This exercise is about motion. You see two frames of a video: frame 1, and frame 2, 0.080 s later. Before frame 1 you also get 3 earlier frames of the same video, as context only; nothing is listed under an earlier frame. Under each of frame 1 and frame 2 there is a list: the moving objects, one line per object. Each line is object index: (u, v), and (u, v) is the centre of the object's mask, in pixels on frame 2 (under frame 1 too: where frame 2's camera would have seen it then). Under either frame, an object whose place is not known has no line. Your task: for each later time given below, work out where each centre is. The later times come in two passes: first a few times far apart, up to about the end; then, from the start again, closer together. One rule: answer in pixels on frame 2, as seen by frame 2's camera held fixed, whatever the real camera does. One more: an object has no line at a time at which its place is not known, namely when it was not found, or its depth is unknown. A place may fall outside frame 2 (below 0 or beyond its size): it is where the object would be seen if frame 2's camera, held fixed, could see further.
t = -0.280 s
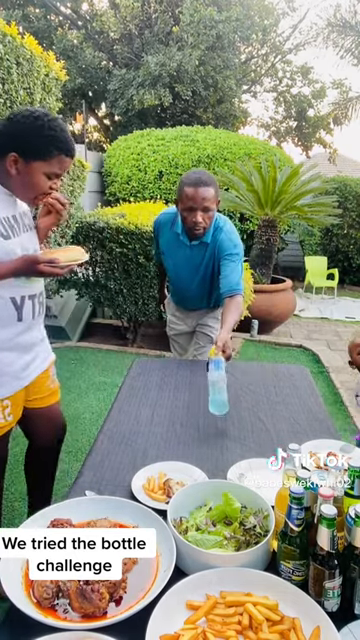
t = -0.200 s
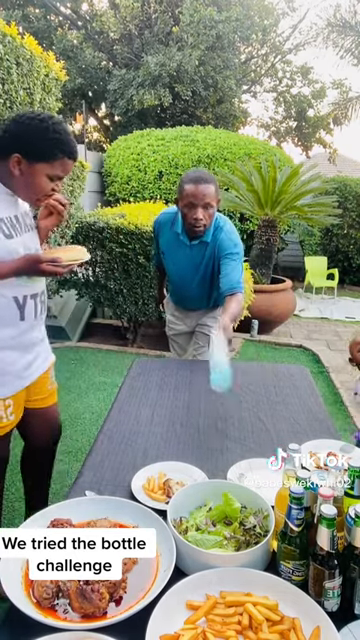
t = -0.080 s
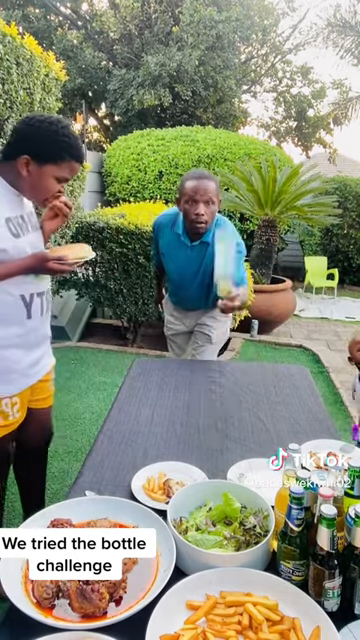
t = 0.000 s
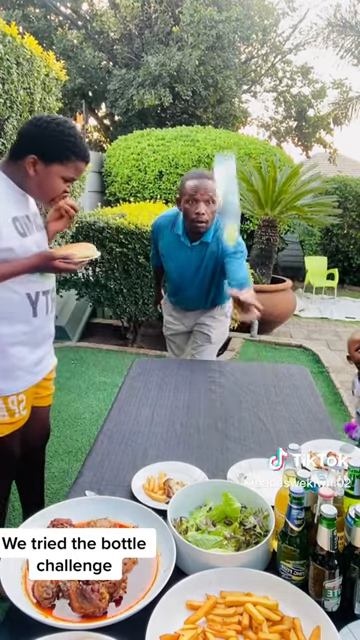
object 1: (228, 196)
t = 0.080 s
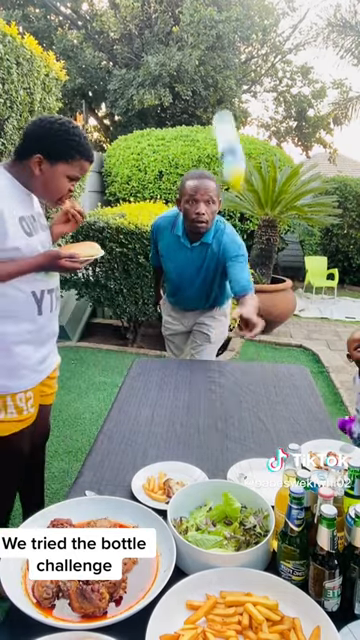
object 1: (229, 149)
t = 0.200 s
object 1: (228, 116)
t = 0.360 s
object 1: (221, 158)
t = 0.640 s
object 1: (205, 361)
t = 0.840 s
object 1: (202, 365)
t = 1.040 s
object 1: (199, 365)
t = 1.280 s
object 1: (198, 365)
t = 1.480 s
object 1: (199, 365)
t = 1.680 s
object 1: (198, 365)
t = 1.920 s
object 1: (198, 365)
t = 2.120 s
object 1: (199, 365)
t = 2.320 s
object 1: (199, 365)
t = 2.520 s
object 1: (199, 365)
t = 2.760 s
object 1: (199, 365)
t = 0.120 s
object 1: (229, 131)
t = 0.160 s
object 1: (229, 120)
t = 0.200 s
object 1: (228, 116)
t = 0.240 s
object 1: (226, 119)
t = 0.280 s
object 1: (225, 126)
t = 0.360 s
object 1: (221, 158)
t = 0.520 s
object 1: (212, 272)
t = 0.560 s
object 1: (209, 305)
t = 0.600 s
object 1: (208, 343)
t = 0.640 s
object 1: (205, 361)
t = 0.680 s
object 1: (205, 366)
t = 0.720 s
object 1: (203, 363)
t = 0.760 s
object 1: (203, 360)
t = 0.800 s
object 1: (203, 360)
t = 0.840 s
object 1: (202, 365)
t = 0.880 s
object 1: (200, 366)
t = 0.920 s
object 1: (200, 365)
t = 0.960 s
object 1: (200, 365)
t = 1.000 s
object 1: (200, 366)
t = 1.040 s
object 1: (199, 365)
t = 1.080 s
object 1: (198, 365)
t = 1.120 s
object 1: (199, 365)
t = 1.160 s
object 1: (198, 365)
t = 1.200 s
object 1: (198, 365)
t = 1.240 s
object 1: (198, 365)
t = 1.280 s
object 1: (198, 365)
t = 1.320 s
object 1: (199, 365)
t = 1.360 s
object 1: (199, 365)
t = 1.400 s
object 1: (199, 365)
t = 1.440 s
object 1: (199, 365)
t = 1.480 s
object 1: (199, 365)
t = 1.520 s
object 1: (198, 365)
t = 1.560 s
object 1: (199, 365)
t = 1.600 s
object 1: (199, 365)
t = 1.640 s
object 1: (198, 365)
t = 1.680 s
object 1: (198, 365)
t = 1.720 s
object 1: (198, 365)
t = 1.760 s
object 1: (199, 365)
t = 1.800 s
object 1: (198, 365)
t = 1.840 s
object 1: (199, 365)
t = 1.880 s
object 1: (198, 365)
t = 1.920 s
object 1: (198, 365)
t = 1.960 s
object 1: (199, 365)
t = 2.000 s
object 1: (199, 365)
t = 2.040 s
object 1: (199, 365)
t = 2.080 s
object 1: (199, 365)
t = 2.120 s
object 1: (199, 365)
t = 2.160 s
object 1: (199, 365)
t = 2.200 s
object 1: (199, 365)
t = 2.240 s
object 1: (199, 365)
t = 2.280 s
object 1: (199, 365)
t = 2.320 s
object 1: (199, 365)
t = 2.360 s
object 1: (199, 365)
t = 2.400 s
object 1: (199, 365)
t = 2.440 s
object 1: (199, 365)
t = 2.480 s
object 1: (199, 365)
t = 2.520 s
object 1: (199, 365)
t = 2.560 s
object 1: (199, 365)
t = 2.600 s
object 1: (199, 365)
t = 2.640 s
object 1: (199, 365)
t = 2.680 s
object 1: (199, 365)
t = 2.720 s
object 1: (199, 365)
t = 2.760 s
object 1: (199, 365)
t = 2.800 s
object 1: (199, 365)
